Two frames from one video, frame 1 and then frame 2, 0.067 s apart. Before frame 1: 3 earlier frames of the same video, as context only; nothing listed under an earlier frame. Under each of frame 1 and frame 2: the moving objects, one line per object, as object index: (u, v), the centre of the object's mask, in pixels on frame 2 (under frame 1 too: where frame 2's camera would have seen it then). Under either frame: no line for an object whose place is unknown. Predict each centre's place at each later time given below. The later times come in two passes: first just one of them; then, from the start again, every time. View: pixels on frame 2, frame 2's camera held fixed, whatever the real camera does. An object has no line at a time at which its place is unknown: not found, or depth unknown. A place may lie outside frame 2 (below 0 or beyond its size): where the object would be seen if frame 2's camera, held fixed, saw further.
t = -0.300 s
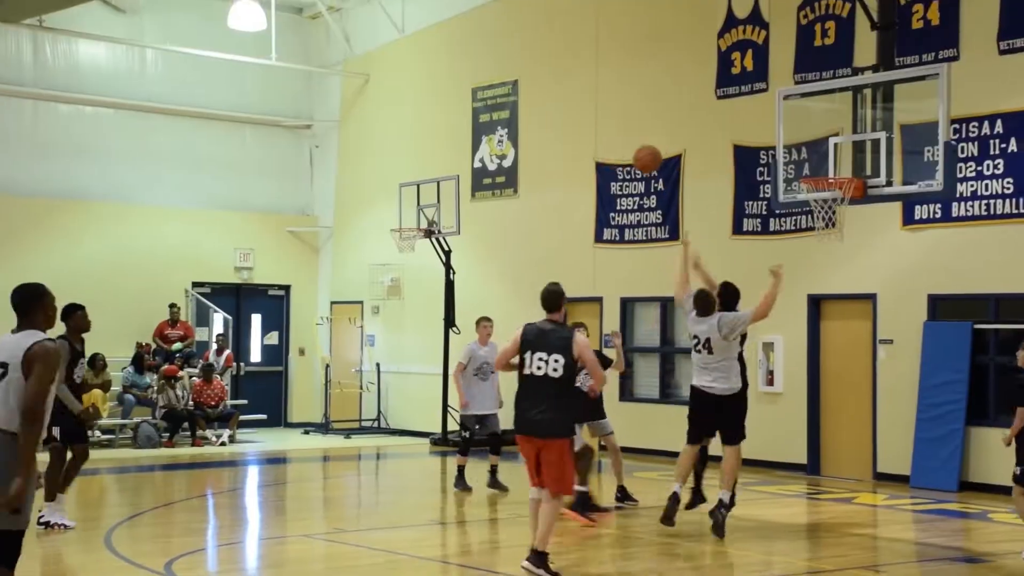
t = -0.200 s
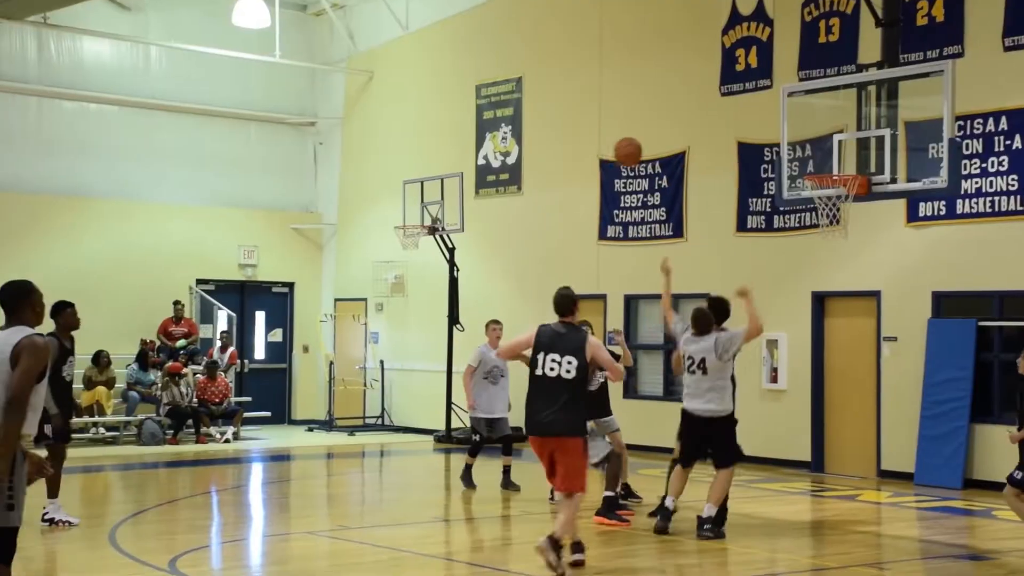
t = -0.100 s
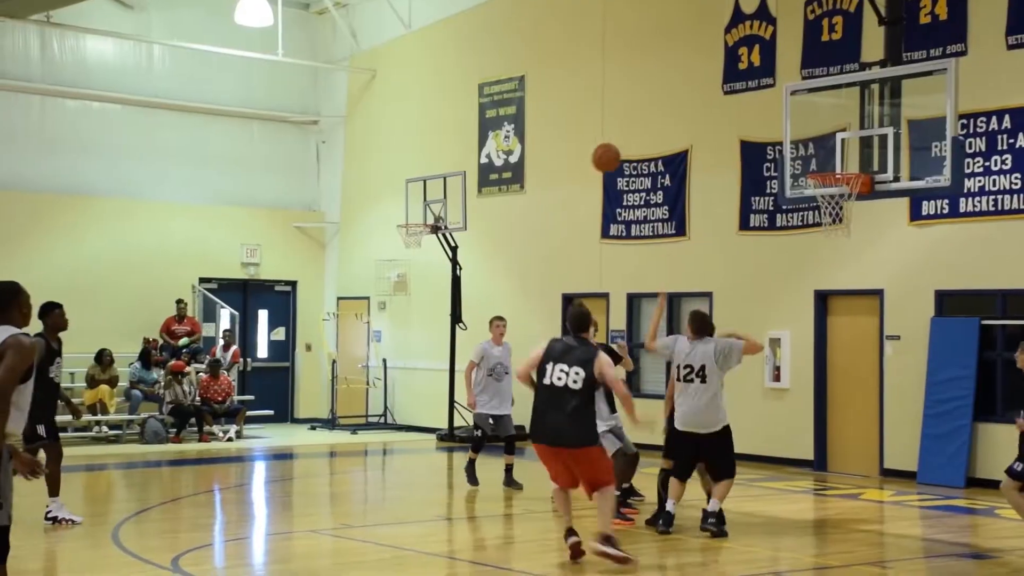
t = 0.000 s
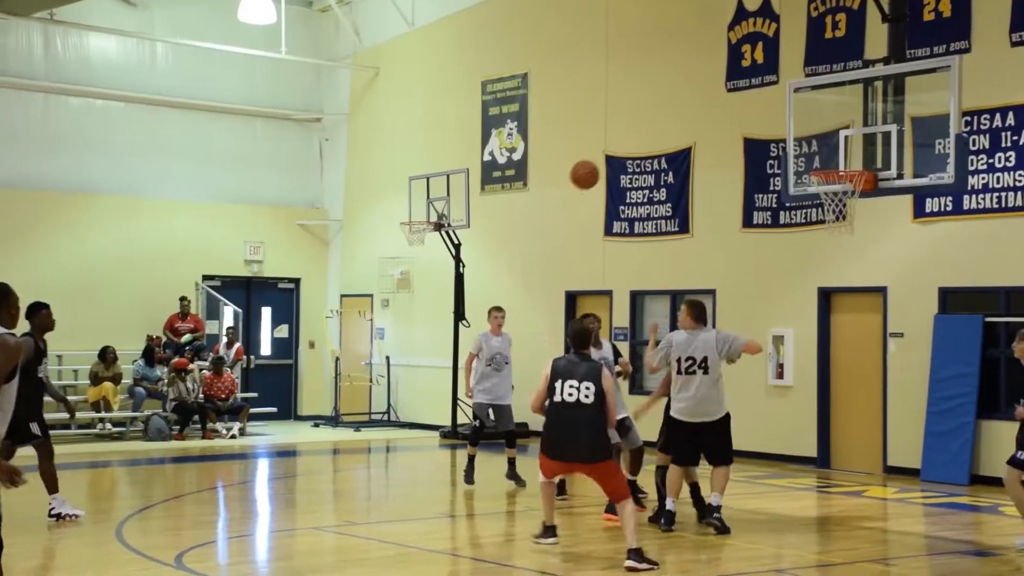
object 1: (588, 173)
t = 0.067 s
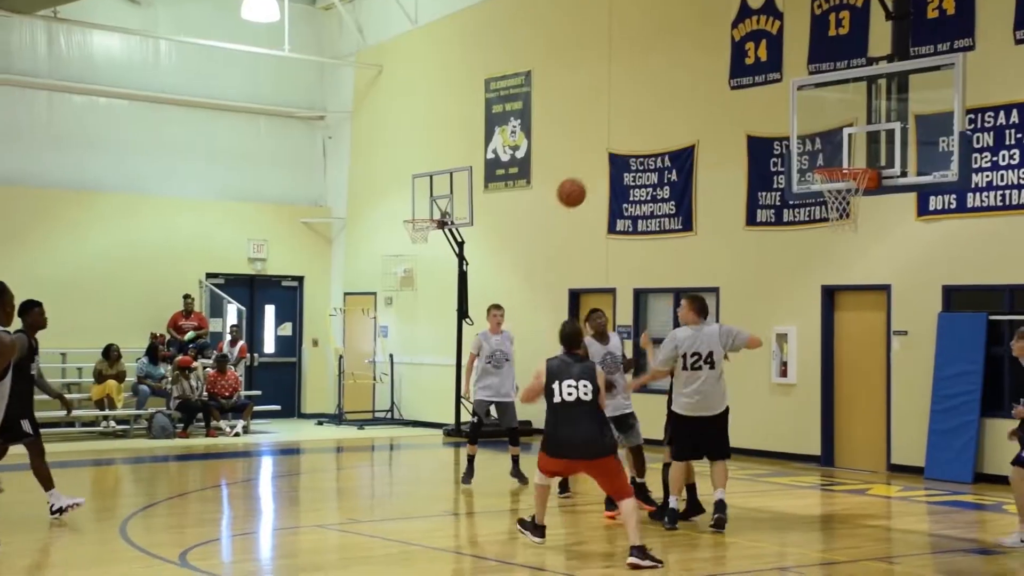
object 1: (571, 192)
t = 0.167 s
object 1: (546, 234)
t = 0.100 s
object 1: (563, 204)
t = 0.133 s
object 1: (554, 219)
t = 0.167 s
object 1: (546, 234)
